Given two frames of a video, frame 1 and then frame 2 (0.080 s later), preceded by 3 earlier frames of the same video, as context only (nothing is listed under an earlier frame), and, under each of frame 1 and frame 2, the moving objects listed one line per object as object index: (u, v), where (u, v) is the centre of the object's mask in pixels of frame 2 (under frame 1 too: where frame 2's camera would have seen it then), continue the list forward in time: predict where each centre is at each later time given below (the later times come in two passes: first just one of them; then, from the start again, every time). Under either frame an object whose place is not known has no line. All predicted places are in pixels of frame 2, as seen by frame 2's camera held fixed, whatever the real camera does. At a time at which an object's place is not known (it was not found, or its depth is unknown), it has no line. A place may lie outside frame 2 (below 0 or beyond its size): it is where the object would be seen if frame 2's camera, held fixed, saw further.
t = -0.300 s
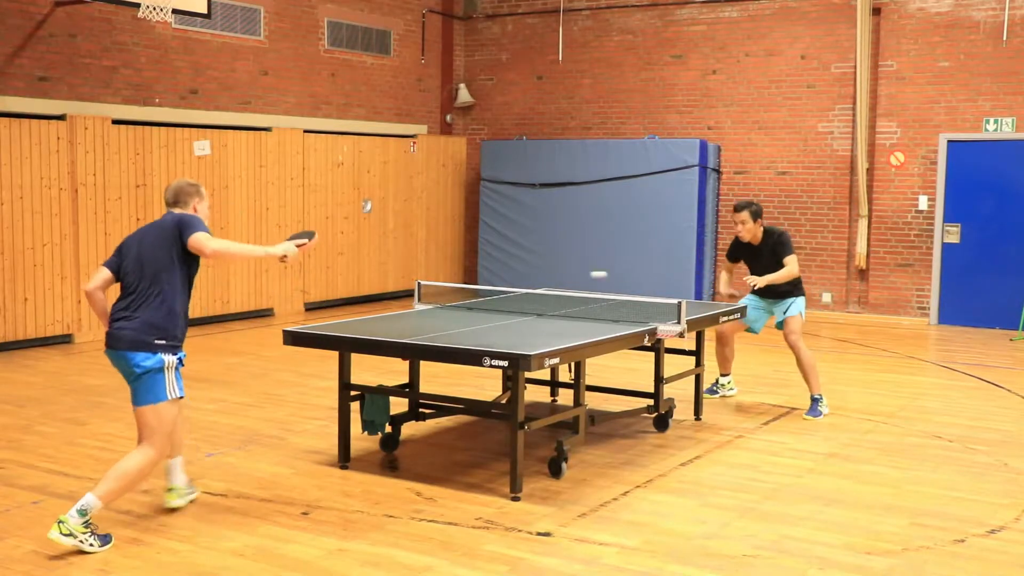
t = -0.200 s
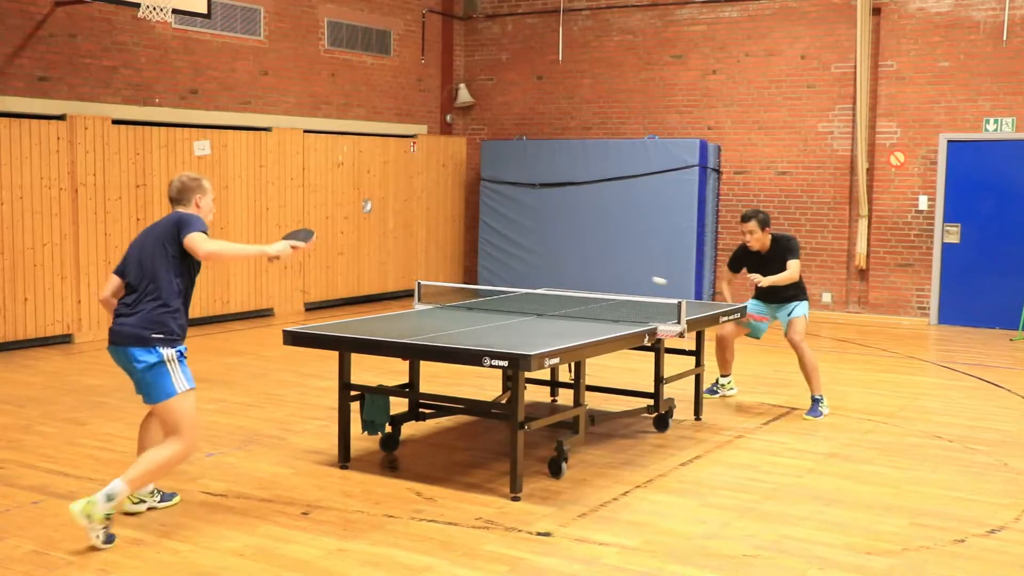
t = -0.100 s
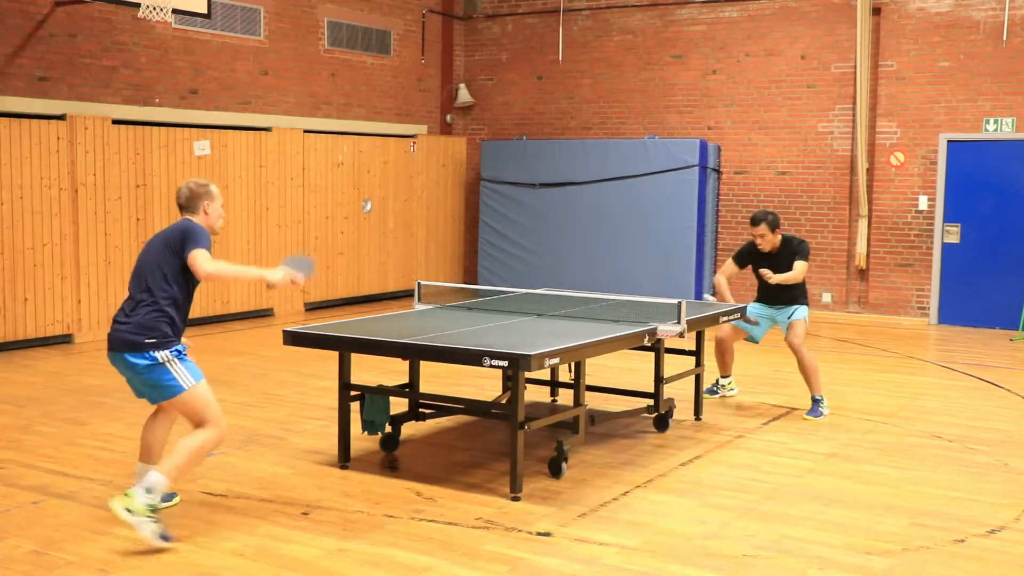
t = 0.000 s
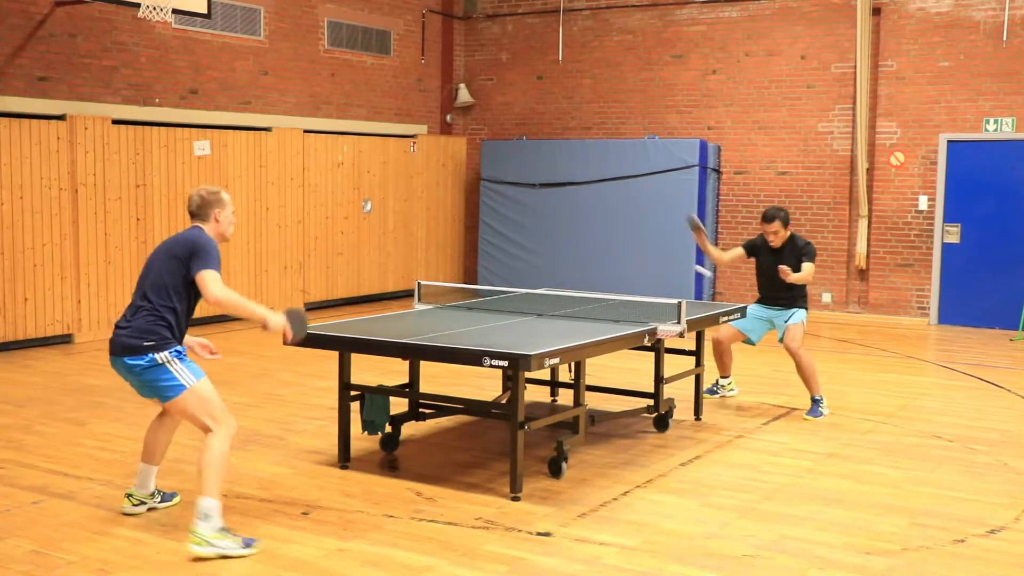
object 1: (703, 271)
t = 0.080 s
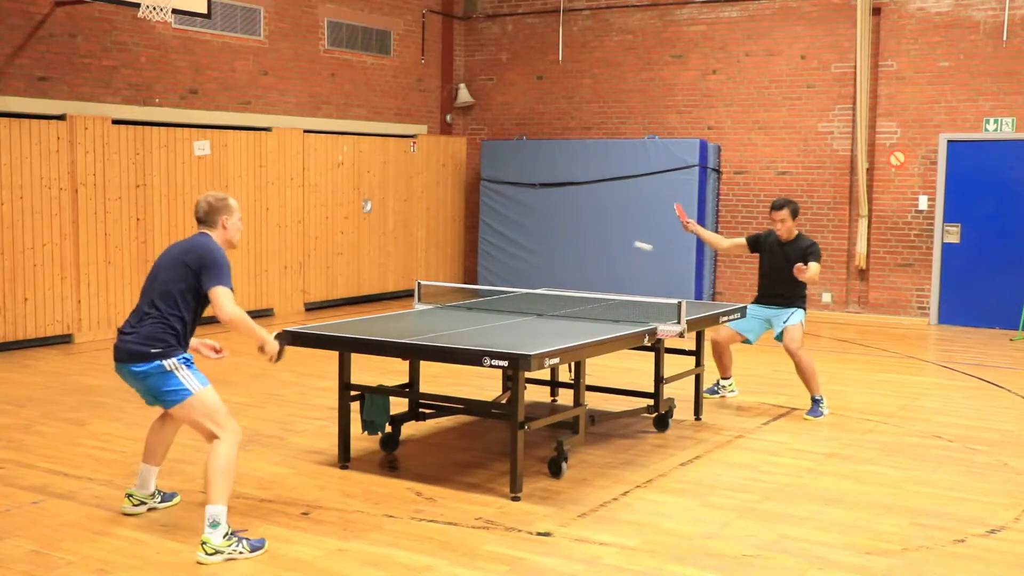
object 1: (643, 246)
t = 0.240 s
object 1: (515, 242)
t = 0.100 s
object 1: (627, 242)
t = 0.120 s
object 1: (612, 239)
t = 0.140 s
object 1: (596, 237)
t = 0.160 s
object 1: (580, 236)
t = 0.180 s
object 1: (564, 236)
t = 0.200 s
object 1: (548, 237)
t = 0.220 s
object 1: (531, 239)
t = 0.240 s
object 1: (515, 242)
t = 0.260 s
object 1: (500, 246)
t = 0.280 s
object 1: (483, 251)
